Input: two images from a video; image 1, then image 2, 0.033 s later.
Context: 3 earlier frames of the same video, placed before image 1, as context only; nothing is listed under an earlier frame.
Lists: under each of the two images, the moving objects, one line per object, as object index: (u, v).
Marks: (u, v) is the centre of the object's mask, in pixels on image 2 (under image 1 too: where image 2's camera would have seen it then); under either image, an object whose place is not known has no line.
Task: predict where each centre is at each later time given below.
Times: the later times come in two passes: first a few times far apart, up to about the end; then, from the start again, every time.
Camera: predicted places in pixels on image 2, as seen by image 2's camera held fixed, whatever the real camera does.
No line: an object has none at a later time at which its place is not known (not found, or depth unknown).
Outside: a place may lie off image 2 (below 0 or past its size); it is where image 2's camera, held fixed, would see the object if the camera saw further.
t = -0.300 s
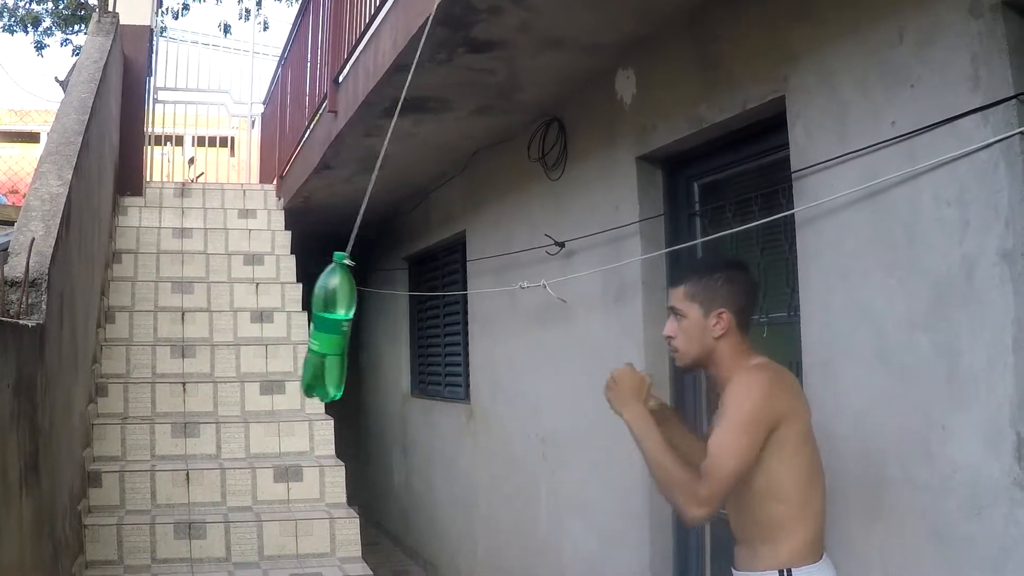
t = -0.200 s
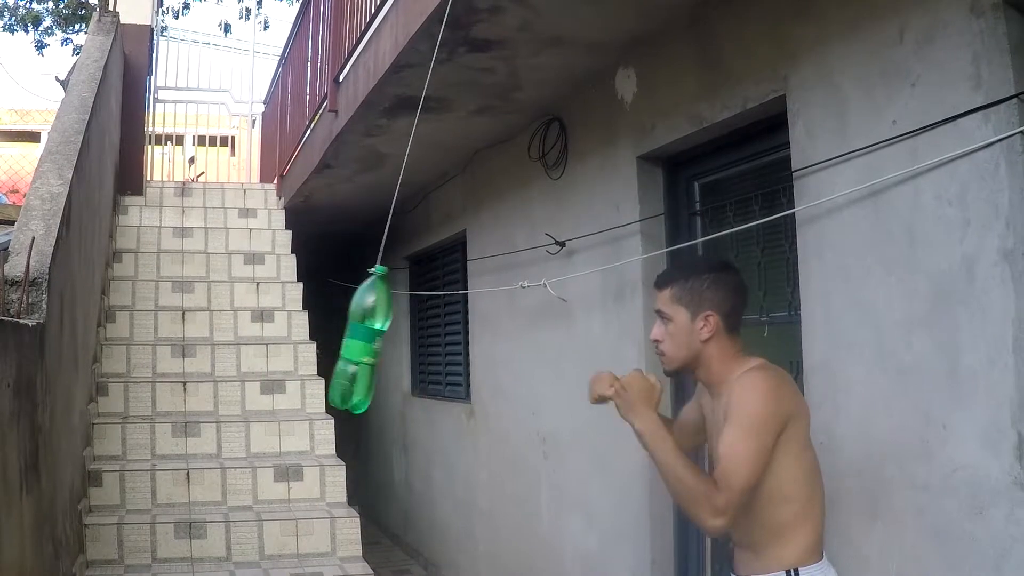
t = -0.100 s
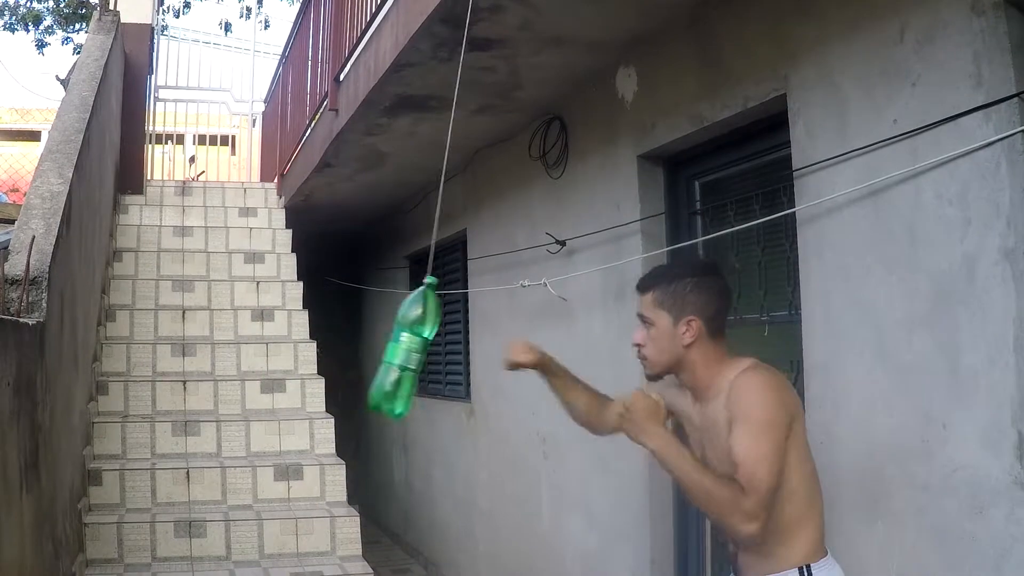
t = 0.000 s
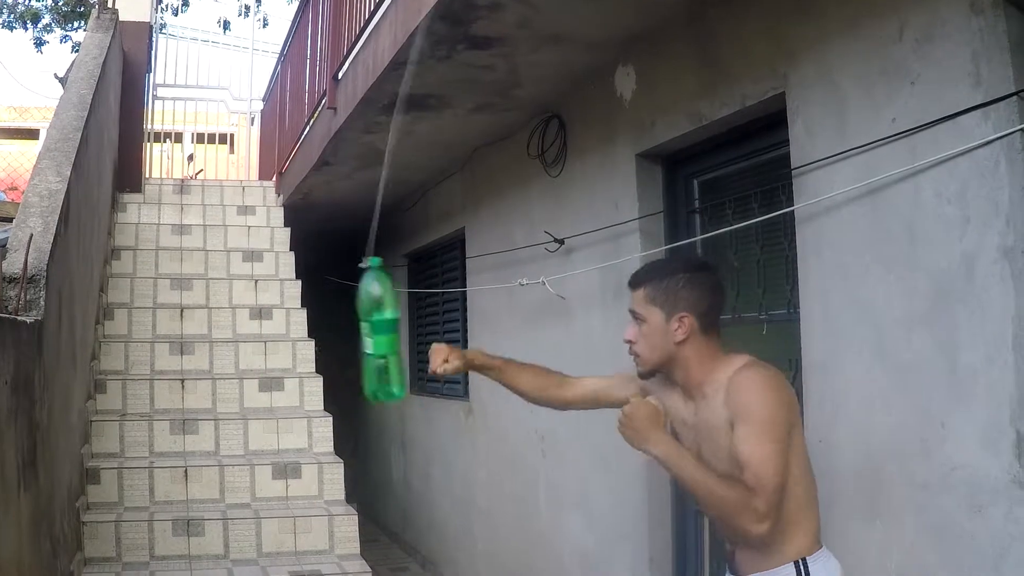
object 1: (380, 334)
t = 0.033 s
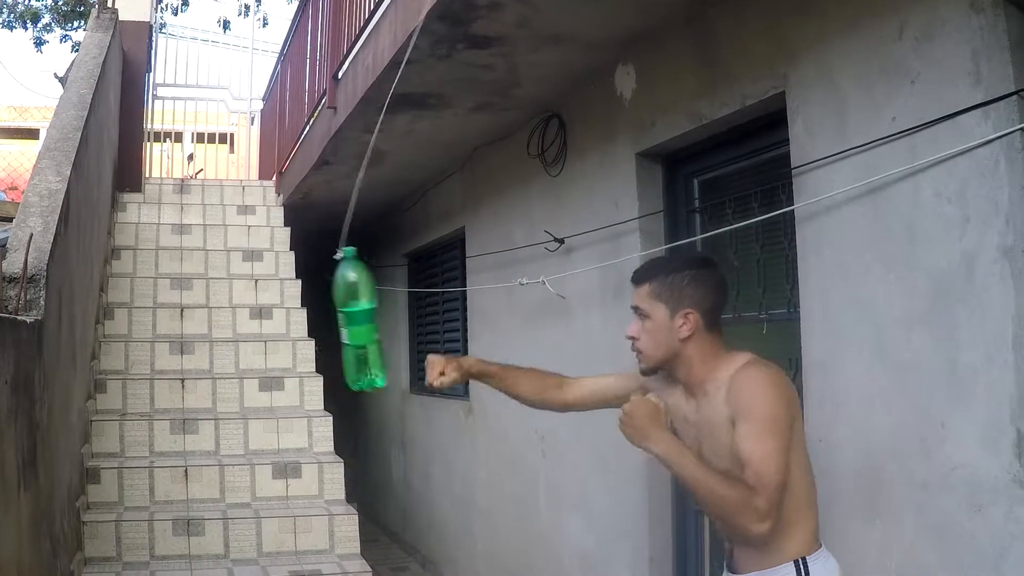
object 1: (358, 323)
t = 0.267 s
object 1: (253, 290)
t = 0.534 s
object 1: (238, 284)
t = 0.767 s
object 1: (324, 329)
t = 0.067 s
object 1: (337, 316)
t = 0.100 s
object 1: (319, 312)
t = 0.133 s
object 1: (301, 309)
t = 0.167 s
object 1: (285, 305)
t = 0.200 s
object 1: (272, 304)
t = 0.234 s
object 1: (262, 296)
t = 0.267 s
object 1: (253, 290)
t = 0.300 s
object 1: (244, 286)
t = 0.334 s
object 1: (239, 282)
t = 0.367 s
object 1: (234, 280)
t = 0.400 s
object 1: (230, 282)
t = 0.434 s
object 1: (228, 282)
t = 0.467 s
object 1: (229, 282)
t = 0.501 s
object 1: (233, 282)
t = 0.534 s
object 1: (238, 284)
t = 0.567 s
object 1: (244, 289)
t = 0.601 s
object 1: (252, 296)
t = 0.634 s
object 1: (263, 302)
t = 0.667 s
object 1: (275, 308)
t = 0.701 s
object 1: (289, 315)
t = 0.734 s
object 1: (305, 321)
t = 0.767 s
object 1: (324, 329)
